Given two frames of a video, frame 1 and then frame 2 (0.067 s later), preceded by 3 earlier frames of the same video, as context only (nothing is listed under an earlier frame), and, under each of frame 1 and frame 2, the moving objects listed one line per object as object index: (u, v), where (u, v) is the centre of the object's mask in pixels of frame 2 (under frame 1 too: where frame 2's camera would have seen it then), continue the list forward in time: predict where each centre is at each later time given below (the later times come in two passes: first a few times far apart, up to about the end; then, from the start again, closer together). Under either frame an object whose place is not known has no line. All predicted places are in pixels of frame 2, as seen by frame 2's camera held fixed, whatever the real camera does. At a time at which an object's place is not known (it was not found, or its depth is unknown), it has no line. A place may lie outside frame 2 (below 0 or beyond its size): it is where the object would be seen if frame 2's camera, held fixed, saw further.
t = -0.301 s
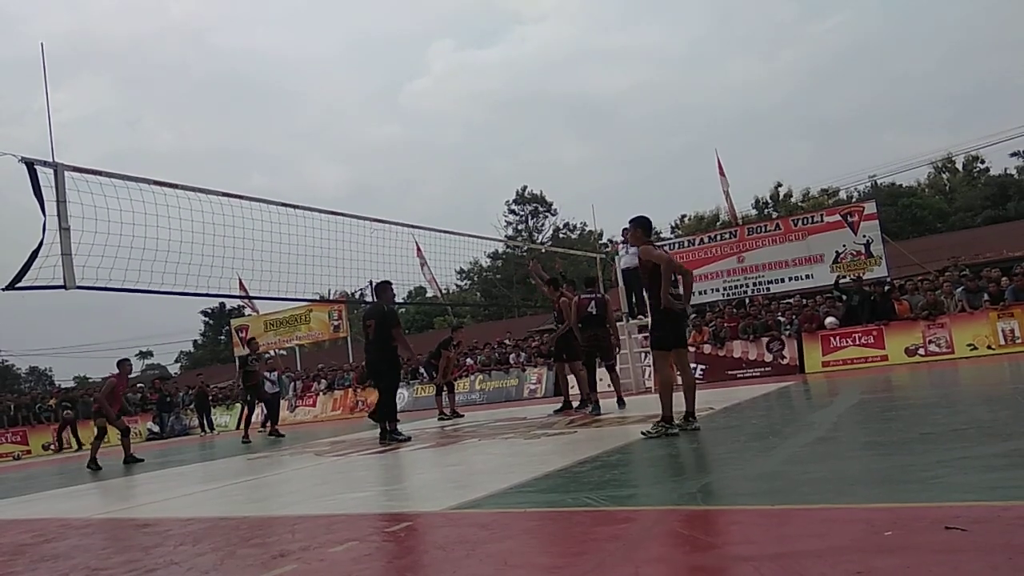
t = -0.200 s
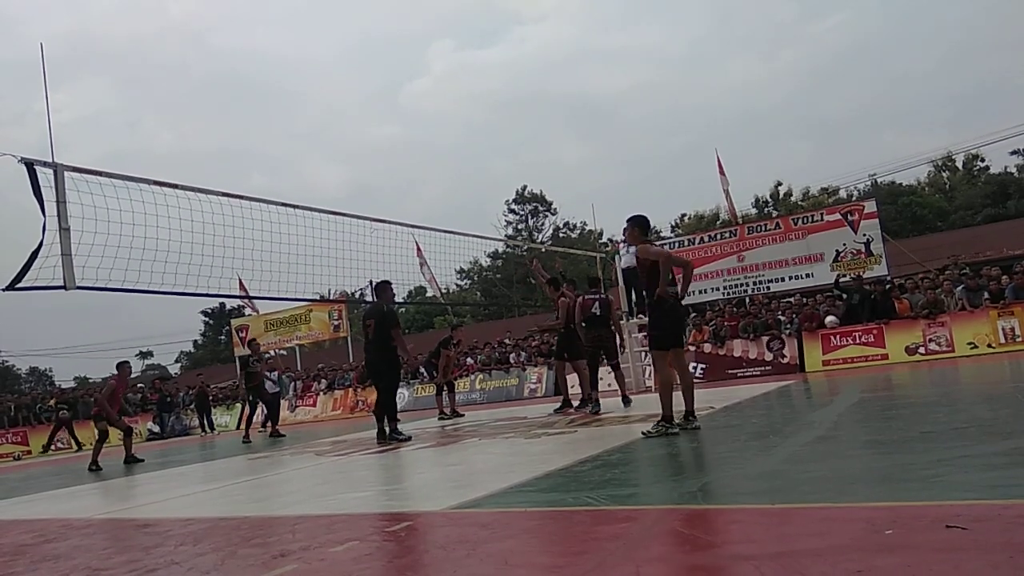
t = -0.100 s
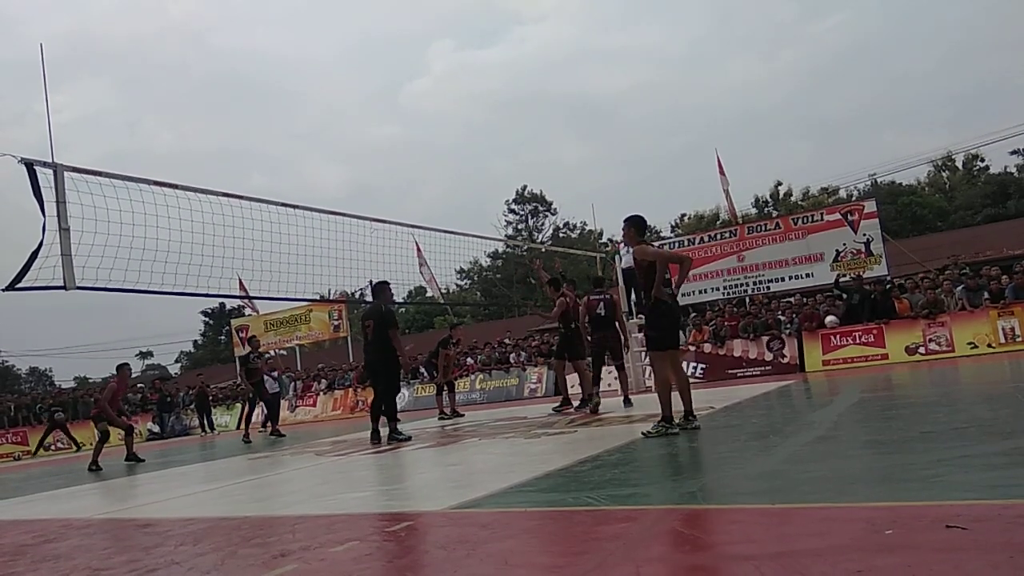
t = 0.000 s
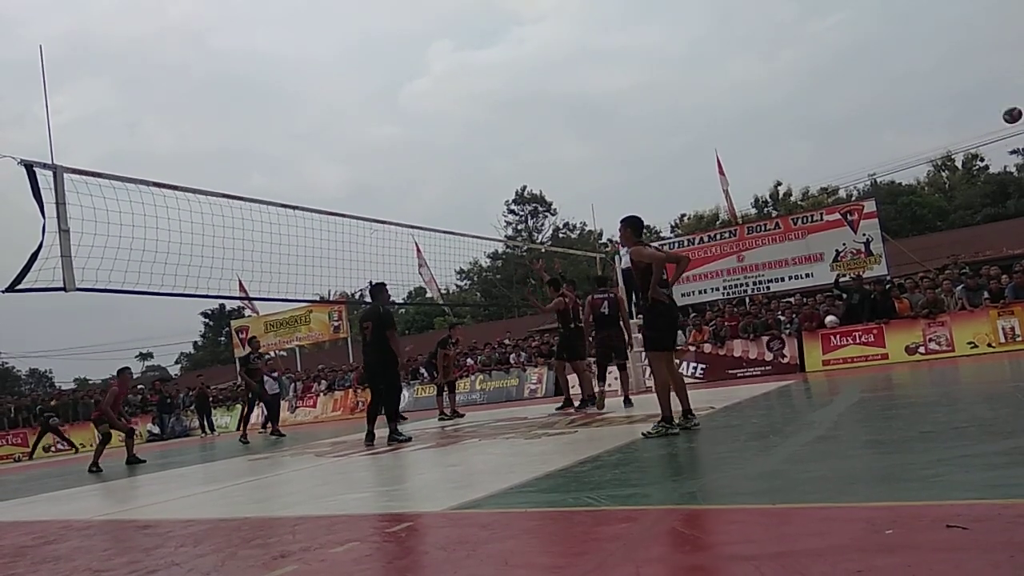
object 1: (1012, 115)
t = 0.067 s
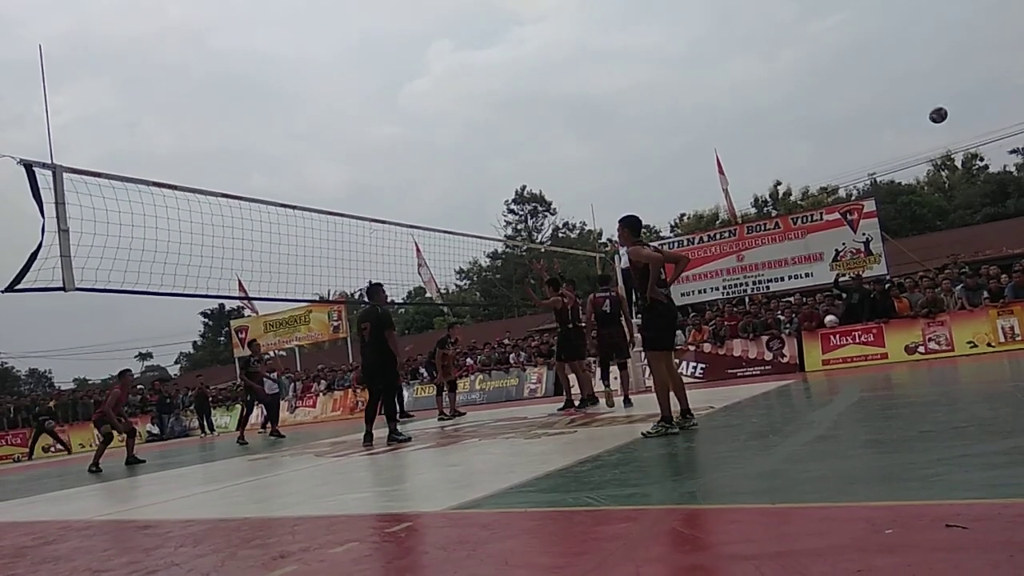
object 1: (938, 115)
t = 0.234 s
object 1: (777, 130)
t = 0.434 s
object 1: (622, 170)
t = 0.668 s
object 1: (481, 239)
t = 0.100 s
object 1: (903, 116)
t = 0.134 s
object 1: (870, 118)
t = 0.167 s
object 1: (838, 122)
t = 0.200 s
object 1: (807, 125)
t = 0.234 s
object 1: (777, 130)
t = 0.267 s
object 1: (748, 135)
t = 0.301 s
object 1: (721, 141)
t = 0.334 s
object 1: (695, 148)
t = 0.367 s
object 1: (669, 155)
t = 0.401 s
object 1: (645, 162)
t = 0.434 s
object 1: (622, 170)
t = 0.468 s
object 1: (600, 179)
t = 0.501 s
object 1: (578, 188)
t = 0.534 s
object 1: (558, 197)
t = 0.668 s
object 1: (481, 239)
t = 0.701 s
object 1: (464, 251)
